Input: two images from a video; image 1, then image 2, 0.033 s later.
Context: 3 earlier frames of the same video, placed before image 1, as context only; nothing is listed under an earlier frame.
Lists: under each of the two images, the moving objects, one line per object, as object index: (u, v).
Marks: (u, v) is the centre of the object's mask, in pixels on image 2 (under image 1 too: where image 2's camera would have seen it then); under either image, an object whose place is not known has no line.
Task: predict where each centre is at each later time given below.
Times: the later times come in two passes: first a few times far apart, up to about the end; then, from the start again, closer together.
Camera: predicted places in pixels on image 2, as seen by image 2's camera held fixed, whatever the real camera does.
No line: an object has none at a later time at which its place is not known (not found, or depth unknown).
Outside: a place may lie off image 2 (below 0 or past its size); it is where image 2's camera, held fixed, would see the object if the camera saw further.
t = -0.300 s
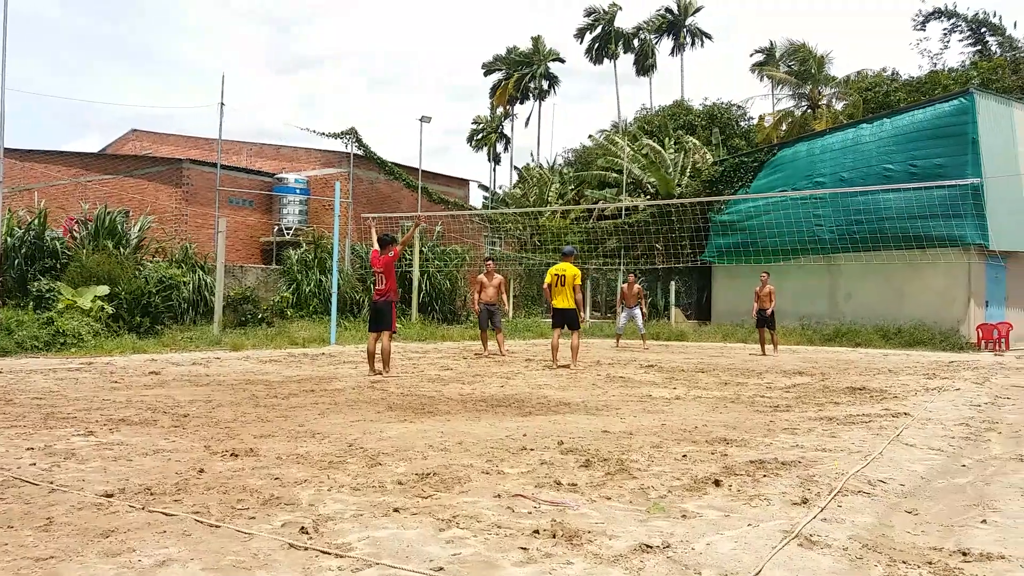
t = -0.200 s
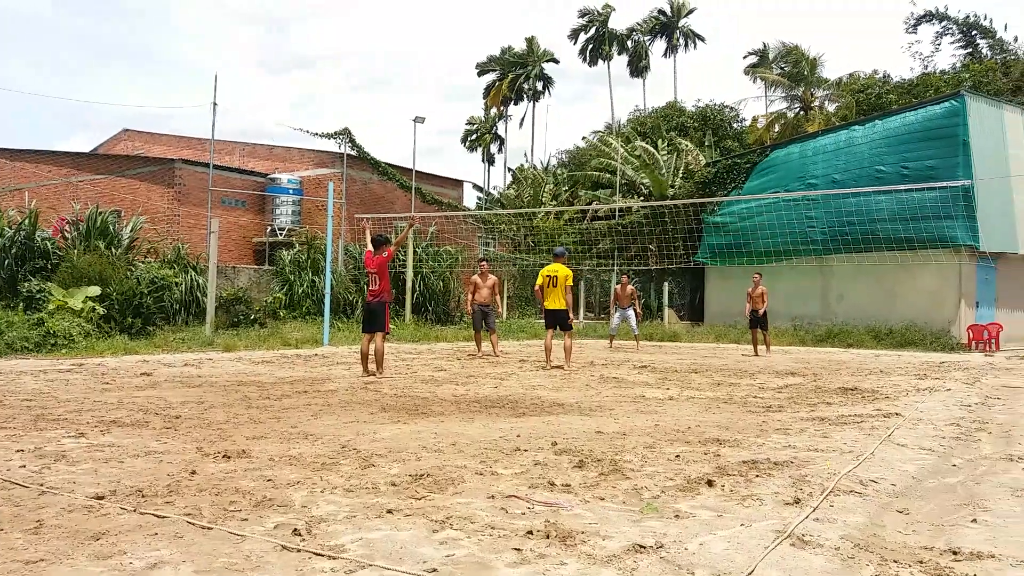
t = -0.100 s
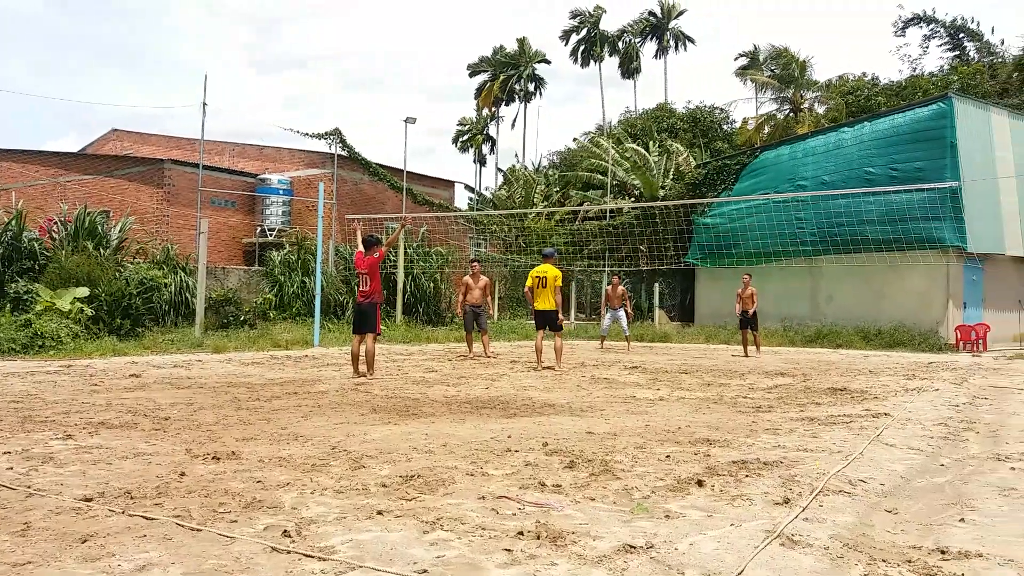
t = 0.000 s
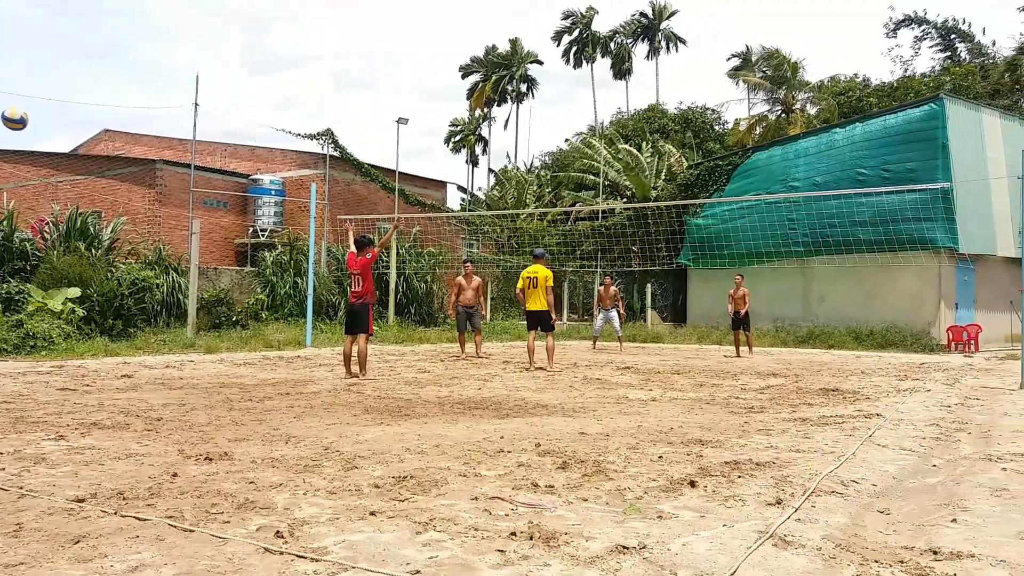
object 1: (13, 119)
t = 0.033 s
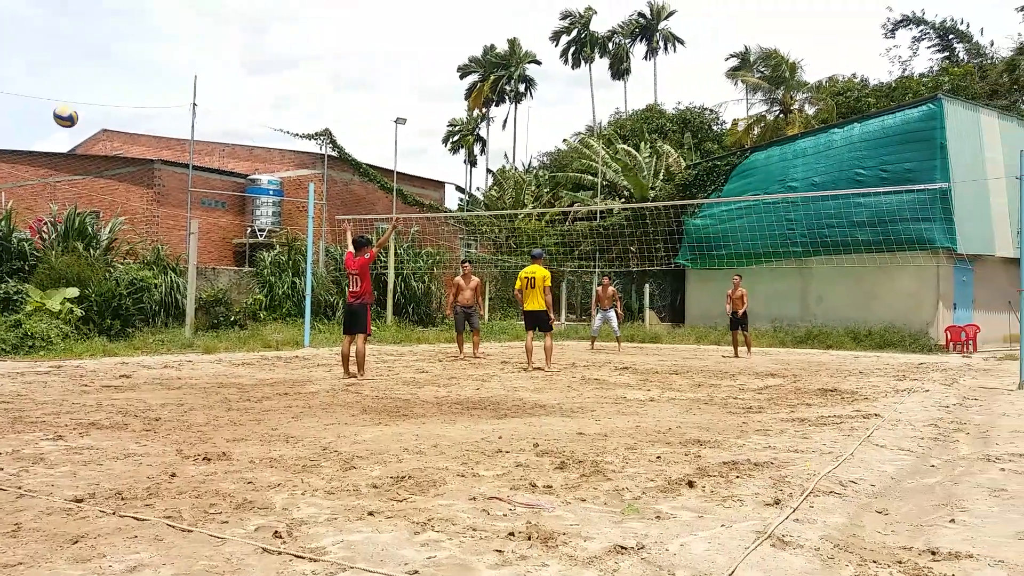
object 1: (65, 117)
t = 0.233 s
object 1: (289, 126)
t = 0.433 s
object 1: (422, 155)
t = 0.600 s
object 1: (496, 188)
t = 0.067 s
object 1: (112, 116)
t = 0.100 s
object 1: (154, 117)
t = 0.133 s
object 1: (193, 116)
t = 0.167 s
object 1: (227, 119)
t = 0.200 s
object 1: (260, 121)
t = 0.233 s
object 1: (289, 126)
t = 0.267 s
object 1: (316, 130)
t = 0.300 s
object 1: (341, 134)
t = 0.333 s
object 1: (363, 138)
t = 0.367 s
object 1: (385, 144)
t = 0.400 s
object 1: (404, 149)
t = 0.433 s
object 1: (422, 155)
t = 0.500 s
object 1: (454, 168)
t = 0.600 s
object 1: (496, 188)
